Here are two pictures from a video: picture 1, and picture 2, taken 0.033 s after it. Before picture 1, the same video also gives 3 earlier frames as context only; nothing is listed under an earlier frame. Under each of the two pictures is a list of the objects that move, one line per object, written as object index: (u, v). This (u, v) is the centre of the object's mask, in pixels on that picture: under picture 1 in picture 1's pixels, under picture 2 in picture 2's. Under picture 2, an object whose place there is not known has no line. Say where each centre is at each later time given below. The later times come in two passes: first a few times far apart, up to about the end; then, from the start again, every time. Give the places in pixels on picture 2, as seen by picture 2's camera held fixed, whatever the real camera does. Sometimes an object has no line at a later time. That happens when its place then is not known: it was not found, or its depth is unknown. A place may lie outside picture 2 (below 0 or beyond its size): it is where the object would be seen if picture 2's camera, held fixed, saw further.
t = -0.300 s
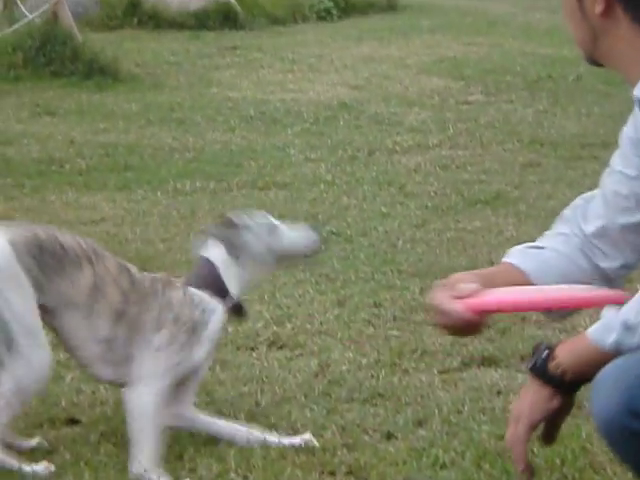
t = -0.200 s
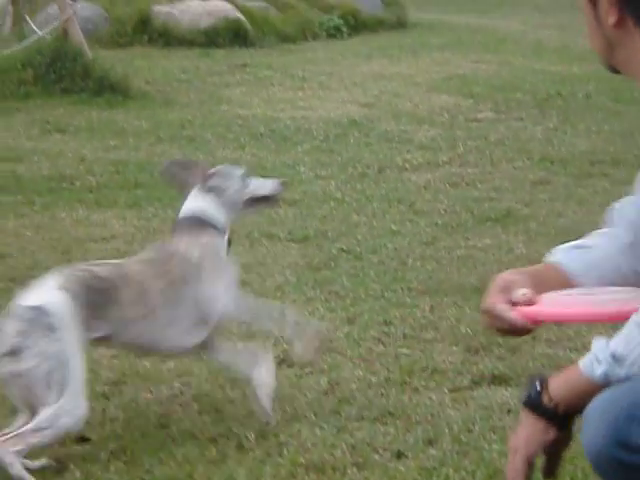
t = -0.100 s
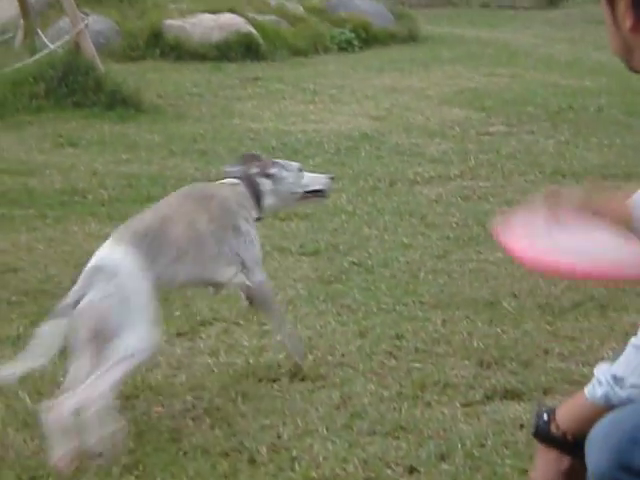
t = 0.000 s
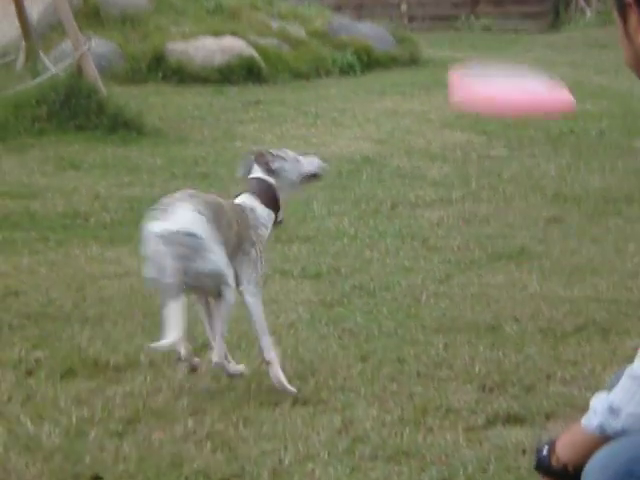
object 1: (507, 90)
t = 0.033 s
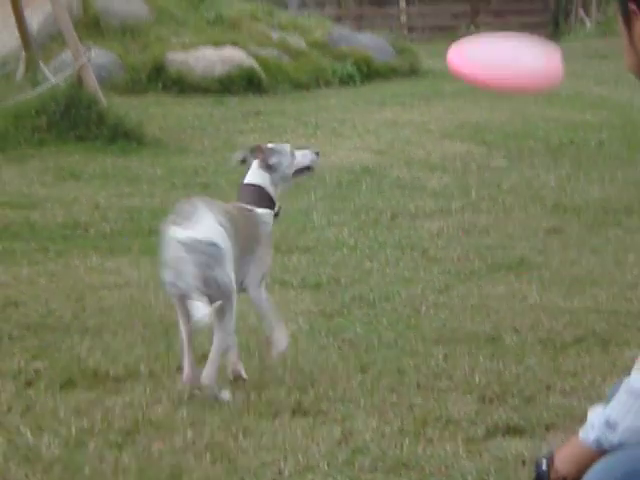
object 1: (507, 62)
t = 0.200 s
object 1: (488, -38)
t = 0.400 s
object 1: (489, -70)
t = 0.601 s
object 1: (501, -63)
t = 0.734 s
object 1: (513, -46)
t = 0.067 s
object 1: (499, 30)
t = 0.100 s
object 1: (497, 5)
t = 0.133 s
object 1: (494, -12)
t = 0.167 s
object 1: (492, -27)
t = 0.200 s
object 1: (488, -38)
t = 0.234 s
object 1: (489, -48)
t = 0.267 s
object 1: (487, -54)
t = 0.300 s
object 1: (486, -60)
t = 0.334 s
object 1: (488, -64)
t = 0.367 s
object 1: (487, -66)
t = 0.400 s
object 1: (489, -70)
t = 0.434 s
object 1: (490, -70)
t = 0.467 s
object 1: (491, -71)
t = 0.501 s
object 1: (494, -70)
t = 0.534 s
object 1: (496, -68)
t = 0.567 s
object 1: (498, -66)
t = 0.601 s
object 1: (501, -63)
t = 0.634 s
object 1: (503, -59)
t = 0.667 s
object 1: (507, -54)
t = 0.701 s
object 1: (509, -50)
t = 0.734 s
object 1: (513, -46)
